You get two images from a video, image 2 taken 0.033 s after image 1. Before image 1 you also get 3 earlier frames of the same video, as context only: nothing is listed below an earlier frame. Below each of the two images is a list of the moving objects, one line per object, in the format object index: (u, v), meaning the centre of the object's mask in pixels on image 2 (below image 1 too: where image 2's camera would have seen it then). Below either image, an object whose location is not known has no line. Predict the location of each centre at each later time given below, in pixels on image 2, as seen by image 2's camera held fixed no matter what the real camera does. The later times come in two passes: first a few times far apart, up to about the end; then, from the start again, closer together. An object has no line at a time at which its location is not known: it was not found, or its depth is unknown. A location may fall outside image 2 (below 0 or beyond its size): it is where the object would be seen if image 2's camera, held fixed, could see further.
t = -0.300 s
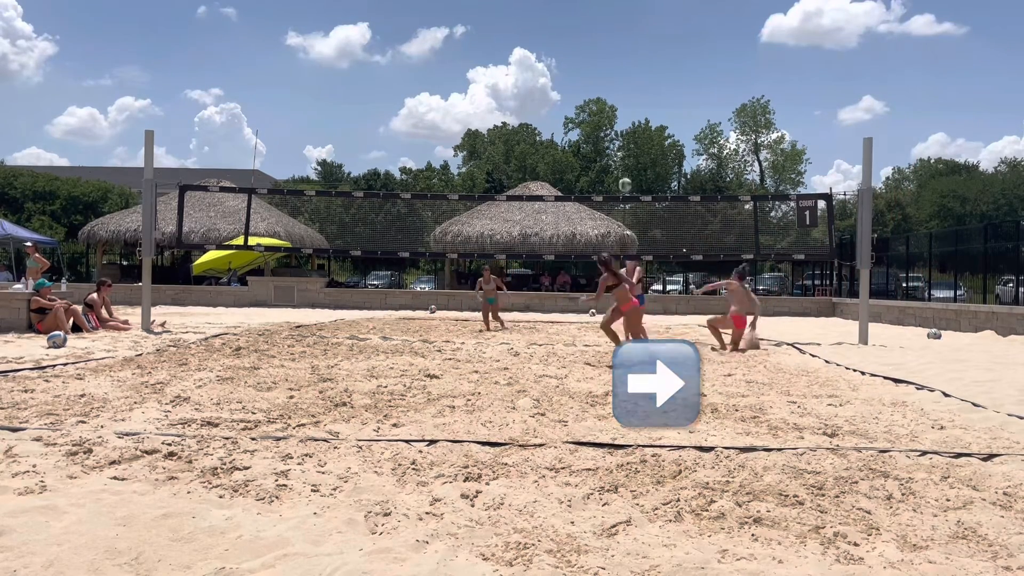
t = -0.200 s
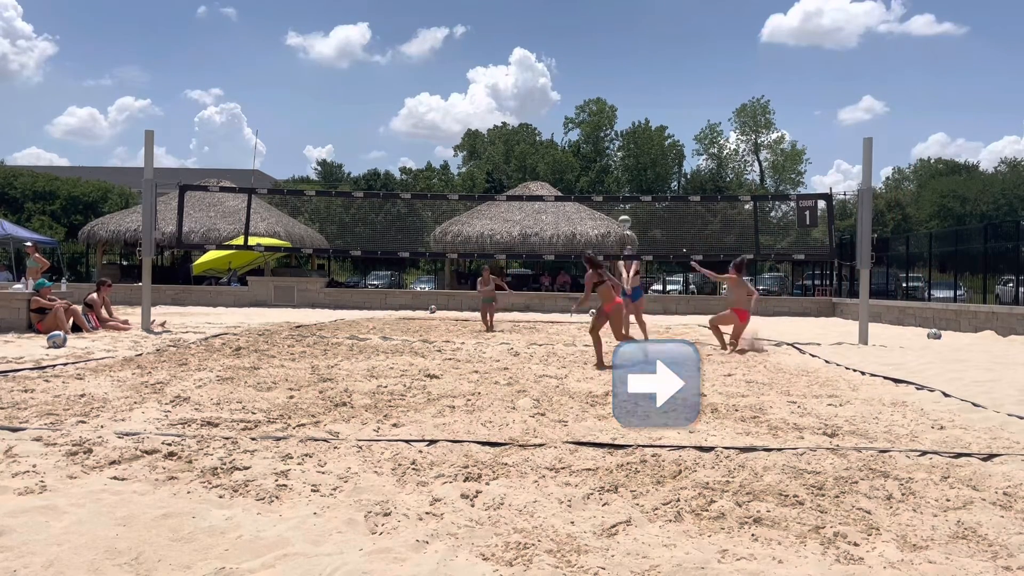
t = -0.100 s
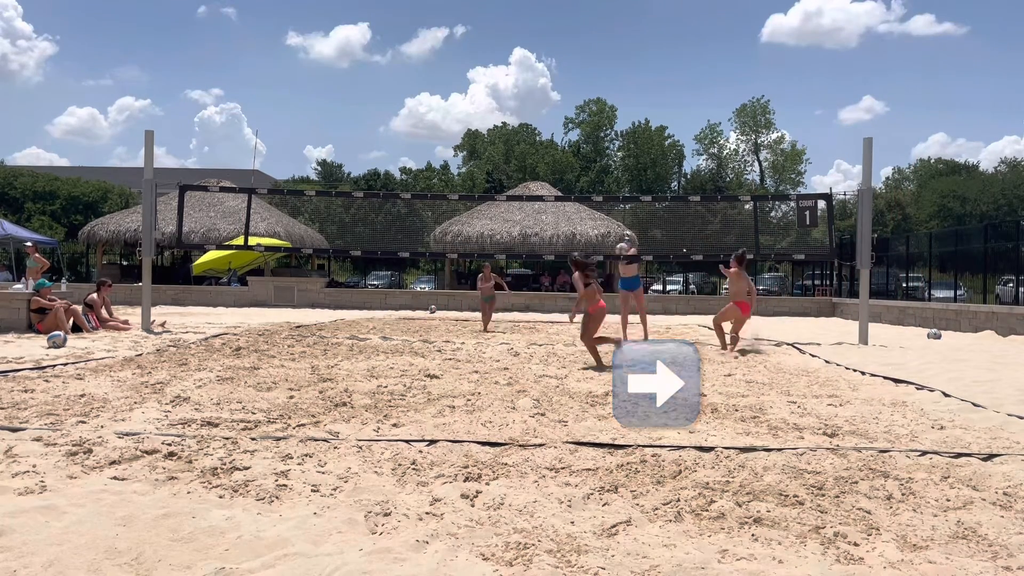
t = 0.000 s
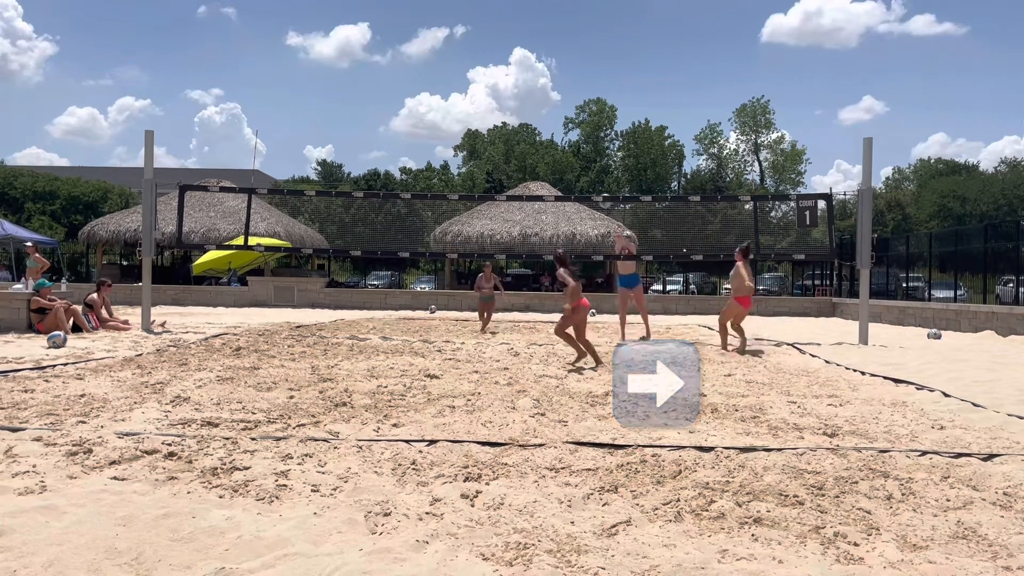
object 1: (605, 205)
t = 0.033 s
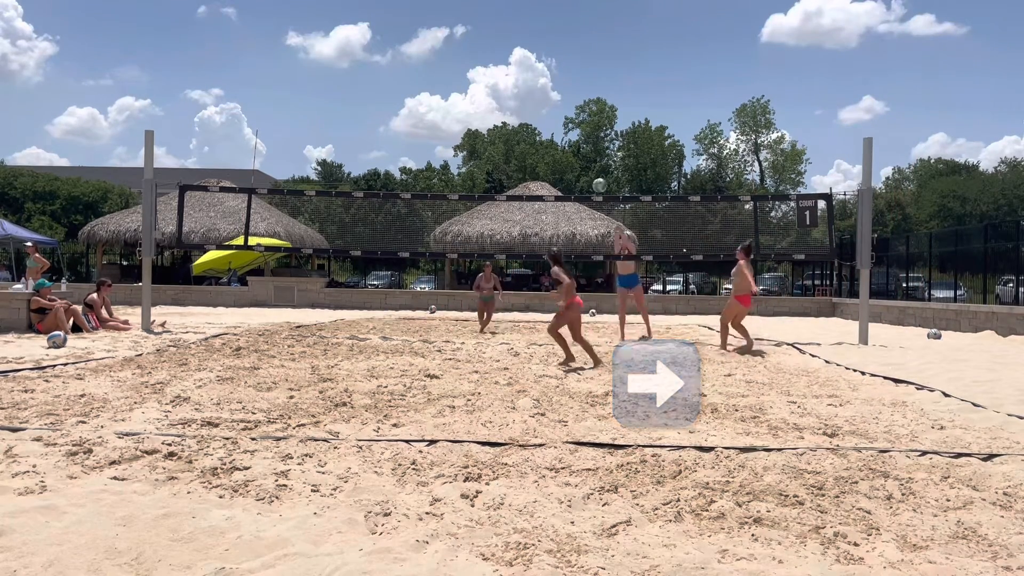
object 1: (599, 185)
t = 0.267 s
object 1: (556, 90)
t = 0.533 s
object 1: (495, 13)
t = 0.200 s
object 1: (568, 114)
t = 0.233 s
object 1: (562, 101)
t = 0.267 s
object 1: (556, 90)
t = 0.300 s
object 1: (549, 78)
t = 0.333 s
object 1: (542, 67)
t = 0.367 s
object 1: (534, 56)
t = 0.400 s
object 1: (527, 46)
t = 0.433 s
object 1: (519, 37)
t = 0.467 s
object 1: (511, 29)
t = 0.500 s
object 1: (503, 21)
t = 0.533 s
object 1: (495, 13)
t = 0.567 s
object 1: (487, 8)
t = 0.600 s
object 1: (478, 5)
